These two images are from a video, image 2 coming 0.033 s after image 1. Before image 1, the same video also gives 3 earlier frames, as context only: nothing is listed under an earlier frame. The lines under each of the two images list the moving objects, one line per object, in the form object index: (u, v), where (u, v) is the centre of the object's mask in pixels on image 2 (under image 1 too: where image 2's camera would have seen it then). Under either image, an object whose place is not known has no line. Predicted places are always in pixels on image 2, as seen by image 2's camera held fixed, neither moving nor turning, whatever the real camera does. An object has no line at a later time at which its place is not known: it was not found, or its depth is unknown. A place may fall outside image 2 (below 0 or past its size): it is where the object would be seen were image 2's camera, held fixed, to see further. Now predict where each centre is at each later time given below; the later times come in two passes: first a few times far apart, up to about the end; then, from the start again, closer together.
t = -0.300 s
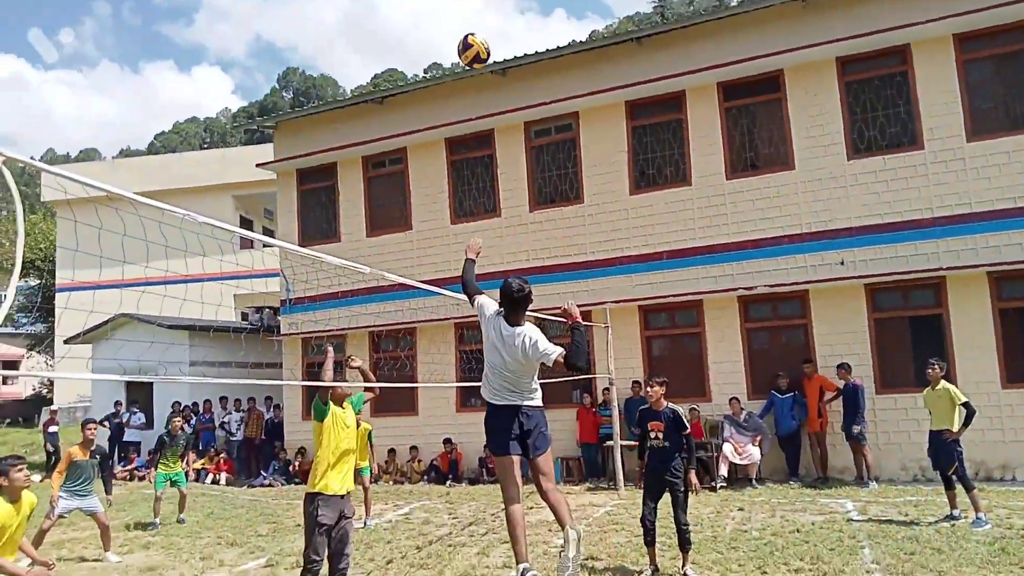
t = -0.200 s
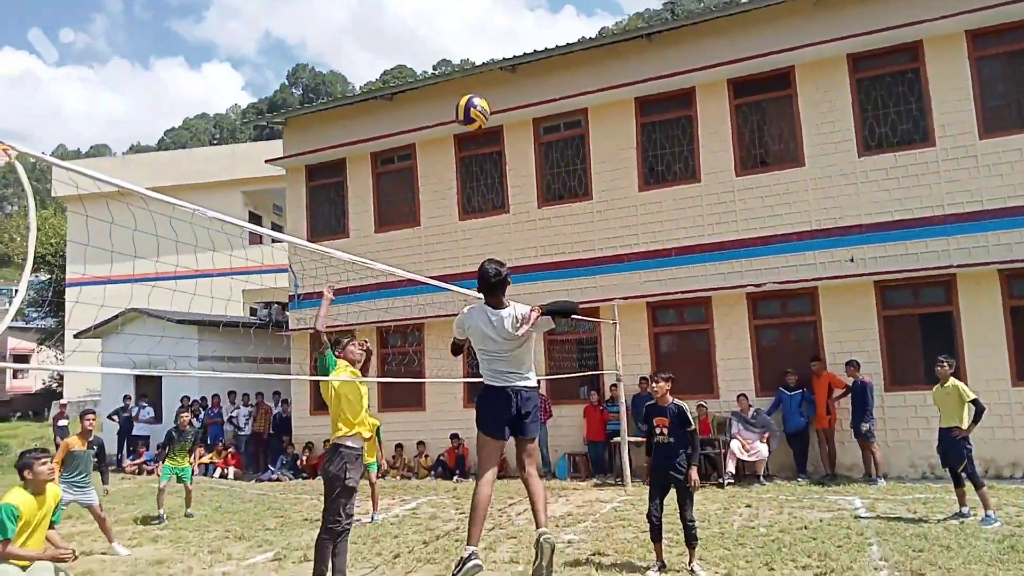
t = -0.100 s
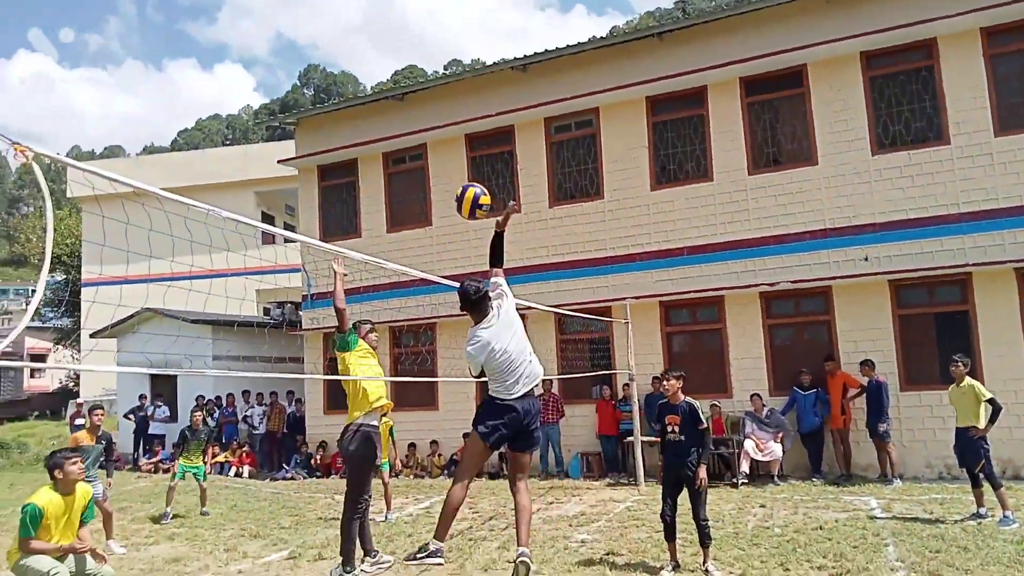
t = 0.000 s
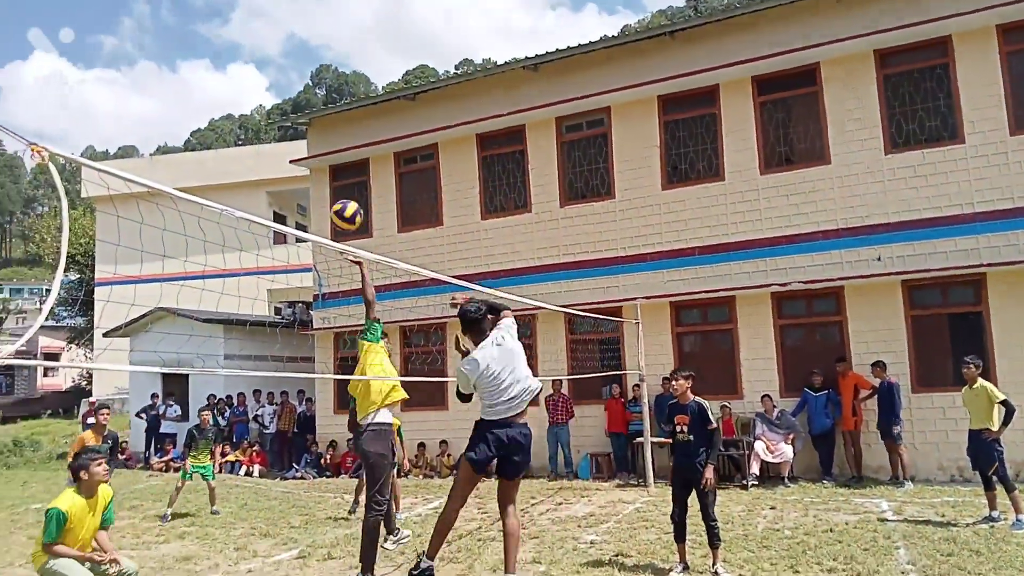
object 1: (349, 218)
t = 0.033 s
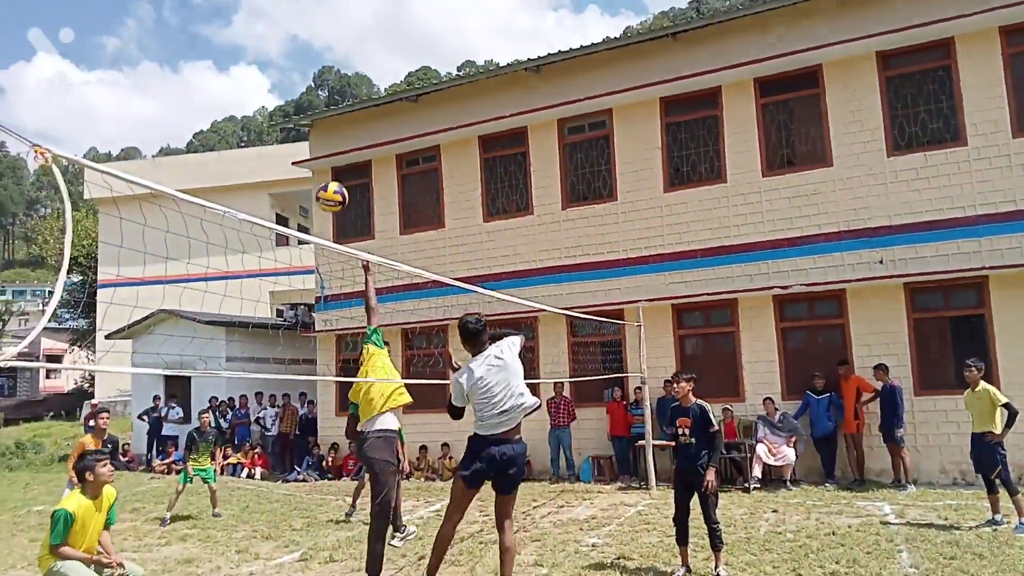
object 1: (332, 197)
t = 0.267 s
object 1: (232, 111)
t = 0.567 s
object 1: (129, 115)
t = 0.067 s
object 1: (316, 179)
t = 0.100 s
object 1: (301, 163)
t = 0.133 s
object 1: (286, 149)
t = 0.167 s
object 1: (272, 135)
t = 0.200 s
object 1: (258, 127)
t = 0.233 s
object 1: (245, 118)
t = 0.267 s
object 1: (232, 111)
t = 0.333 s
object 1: (207, 102)
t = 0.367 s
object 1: (195, 100)
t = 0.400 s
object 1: (184, 99)
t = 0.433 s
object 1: (172, 100)
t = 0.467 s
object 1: (162, 103)
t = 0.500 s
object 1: (154, 105)
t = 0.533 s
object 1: (141, 109)
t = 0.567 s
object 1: (129, 115)
